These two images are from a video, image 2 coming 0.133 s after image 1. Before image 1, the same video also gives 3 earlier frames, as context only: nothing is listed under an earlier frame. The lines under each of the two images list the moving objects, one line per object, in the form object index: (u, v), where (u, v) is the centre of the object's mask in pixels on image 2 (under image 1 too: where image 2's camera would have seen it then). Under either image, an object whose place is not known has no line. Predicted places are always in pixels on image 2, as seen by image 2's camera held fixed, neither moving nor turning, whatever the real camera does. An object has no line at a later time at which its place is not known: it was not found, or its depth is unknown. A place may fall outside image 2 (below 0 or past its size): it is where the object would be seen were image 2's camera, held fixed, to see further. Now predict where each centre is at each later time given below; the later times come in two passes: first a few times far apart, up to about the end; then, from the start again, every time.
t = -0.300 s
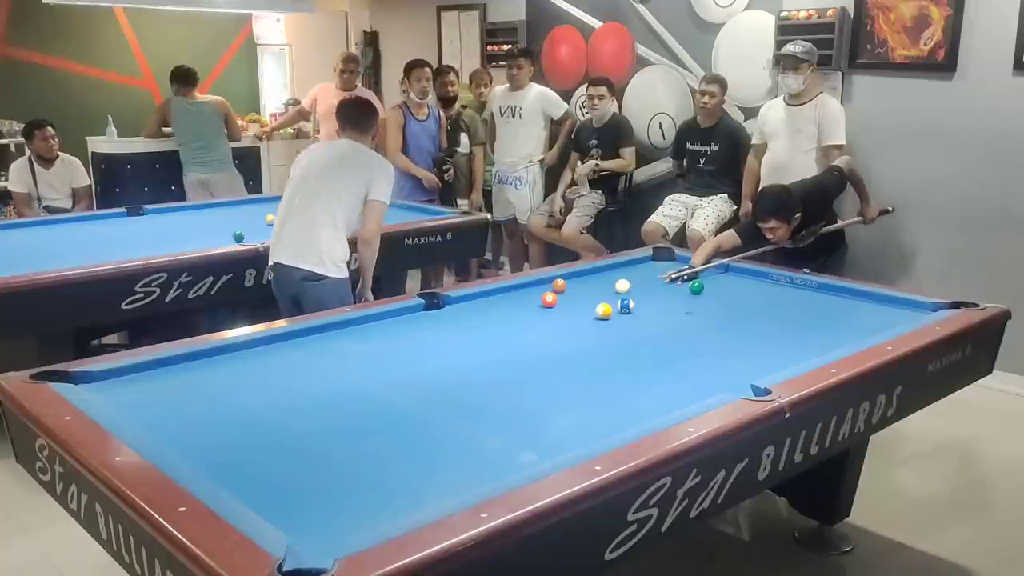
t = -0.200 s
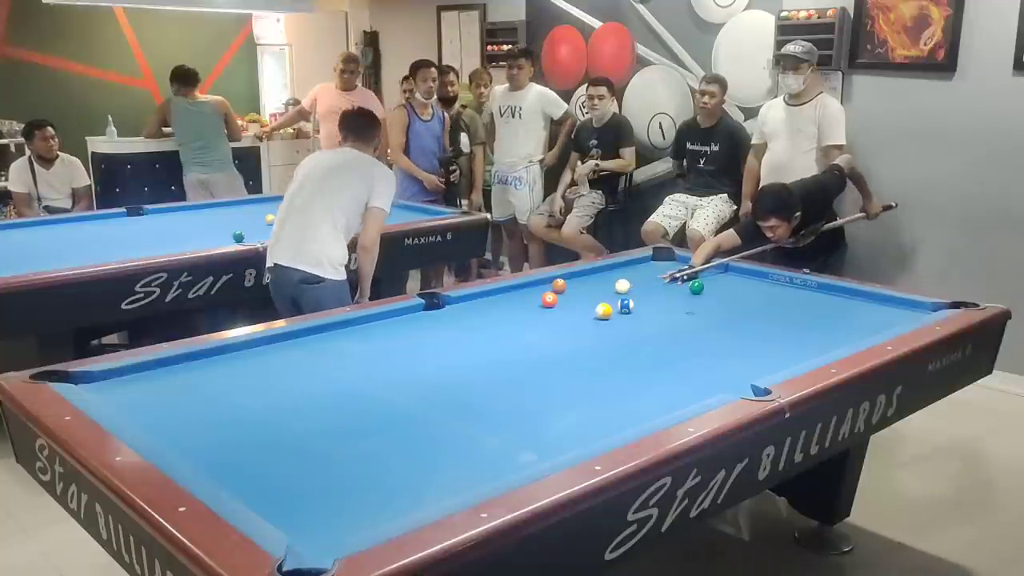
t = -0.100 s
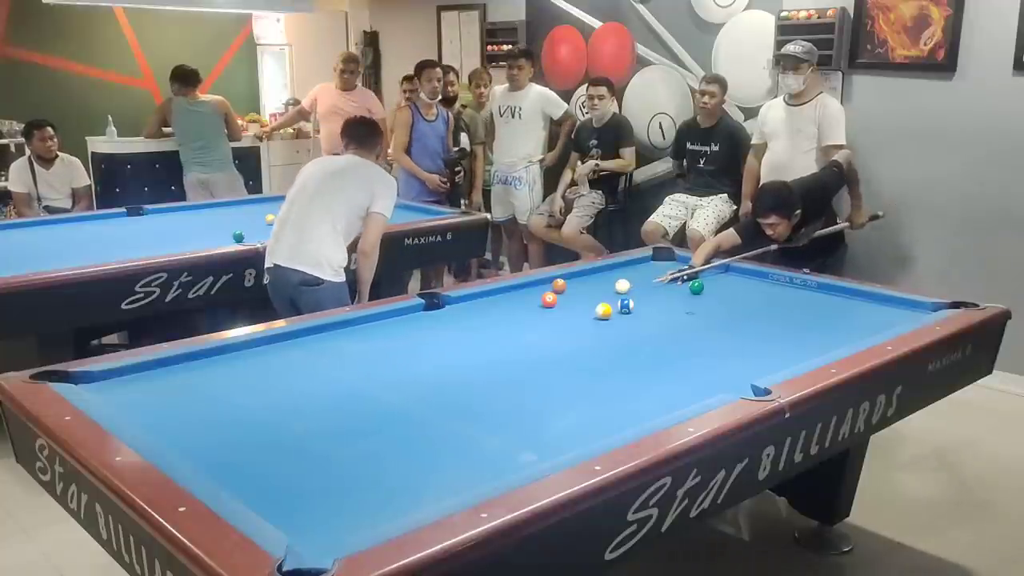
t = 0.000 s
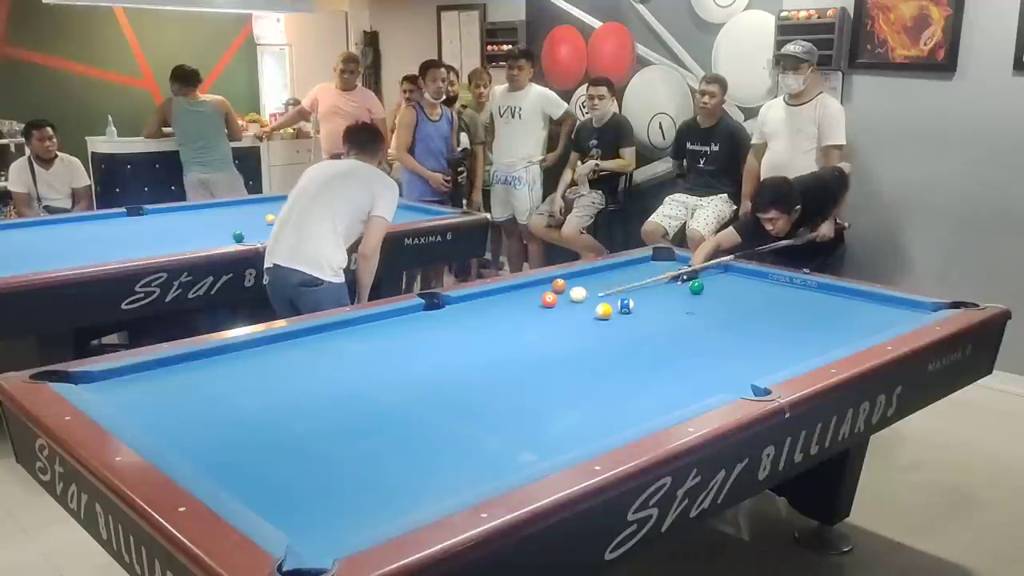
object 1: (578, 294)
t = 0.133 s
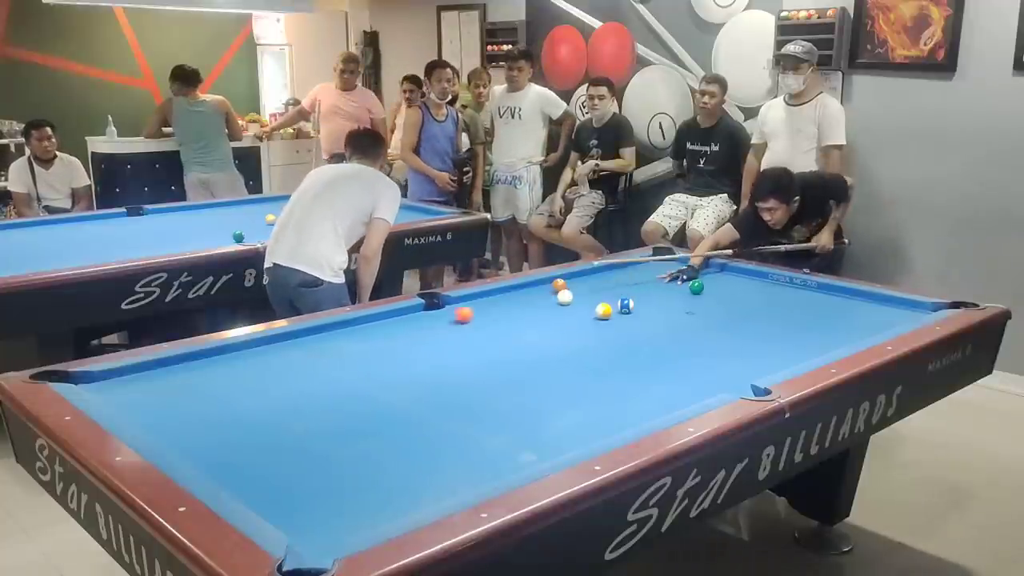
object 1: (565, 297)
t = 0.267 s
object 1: (578, 295)
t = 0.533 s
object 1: (614, 289)
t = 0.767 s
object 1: (644, 284)
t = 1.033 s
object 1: (675, 279)
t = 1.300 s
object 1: (704, 273)
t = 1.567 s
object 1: (730, 269)
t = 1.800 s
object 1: (733, 272)
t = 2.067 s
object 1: (733, 277)
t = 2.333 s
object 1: (733, 281)
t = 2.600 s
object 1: (732, 285)
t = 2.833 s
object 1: (732, 289)
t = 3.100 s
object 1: (732, 292)
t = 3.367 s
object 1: (731, 296)
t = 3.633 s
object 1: (731, 299)
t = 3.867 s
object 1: (730, 302)
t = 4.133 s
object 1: (729, 304)
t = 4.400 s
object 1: (729, 306)
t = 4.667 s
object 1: (729, 308)
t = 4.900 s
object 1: (729, 309)
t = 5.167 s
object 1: (729, 310)
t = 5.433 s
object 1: (729, 310)
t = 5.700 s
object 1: (729, 310)
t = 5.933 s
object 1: (729, 310)
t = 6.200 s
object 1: (729, 310)
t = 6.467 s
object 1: (729, 310)
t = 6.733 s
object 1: (729, 310)
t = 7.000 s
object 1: (729, 310)
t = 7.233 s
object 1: (729, 310)
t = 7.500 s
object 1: (729, 310)
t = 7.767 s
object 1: (729, 310)
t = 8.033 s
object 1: (729, 310)
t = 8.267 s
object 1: (729, 310)
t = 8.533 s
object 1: (729, 310)
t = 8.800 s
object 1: (729, 310)
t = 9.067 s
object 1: (729, 310)
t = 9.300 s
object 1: (729, 310)
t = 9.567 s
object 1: (729, 310)
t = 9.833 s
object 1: (729, 310)
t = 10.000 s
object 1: (729, 310)
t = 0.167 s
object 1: (567, 297)
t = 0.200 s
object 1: (570, 296)
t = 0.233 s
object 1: (573, 296)
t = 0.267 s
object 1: (578, 295)
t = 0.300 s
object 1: (582, 294)
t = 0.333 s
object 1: (587, 293)
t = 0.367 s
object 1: (591, 292)
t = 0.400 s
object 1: (596, 292)
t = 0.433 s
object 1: (601, 291)
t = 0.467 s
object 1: (605, 290)
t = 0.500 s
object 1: (610, 289)
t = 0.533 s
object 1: (614, 289)
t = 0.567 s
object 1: (619, 288)
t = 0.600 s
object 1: (623, 287)
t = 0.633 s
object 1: (627, 286)
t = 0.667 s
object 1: (631, 286)
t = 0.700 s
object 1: (635, 285)
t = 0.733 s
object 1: (640, 284)
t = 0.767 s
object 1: (644, 284)
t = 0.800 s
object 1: (648, 283)
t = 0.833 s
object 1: (652, 282)
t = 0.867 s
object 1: (656, 282)
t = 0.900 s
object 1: (660, 281)
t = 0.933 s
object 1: (663, 280)
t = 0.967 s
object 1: (667, 280)
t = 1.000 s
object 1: (671, 279)
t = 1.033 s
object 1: (675, 279)
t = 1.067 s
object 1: (679, 278)
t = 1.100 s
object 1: (682, 277)
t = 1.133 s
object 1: (686, 276)
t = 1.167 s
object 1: (689, 276)
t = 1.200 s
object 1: (693, 275)
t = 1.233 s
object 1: (697, 274)
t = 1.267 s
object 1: (700, 274)
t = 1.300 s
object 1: (704, 273)
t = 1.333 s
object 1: (707, 273)
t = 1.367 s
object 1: (711, 273)
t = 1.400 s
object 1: (714, 272)
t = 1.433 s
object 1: (717, 271)
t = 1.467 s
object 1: (720, 271)
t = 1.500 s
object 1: (723, 270)
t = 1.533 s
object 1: (727, 270)
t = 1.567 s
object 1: (730, 269)
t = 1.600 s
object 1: (733, 269)
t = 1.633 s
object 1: (734, 269)
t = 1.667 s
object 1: (734, 270)
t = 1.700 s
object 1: (733, 271)
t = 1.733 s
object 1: (733, 271)
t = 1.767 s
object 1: (733, 271)
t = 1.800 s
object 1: (733, 272)
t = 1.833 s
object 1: (733, 273)
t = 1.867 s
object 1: (733, 273)
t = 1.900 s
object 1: (733, 274)
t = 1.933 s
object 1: (733, 275)
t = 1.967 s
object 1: (733, 275)
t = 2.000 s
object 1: (733, 276)
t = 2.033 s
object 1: (733, 276)
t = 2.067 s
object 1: (733, 277)
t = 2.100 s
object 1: (733, 277)
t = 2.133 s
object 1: (733, 278)
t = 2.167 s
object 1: (733, 279)
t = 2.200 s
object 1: (733, 279)
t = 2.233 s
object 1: (733, 280)
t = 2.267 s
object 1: (733, 280)
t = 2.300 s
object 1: (733, 281)
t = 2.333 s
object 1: (733, 281)
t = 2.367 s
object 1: (733, 282)
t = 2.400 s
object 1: (732, 282)
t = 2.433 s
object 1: (733, 283)
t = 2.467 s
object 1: (732, 283)
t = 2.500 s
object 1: (732, 284)
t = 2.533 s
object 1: (732, 284)
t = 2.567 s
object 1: (732, 285)
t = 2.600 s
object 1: (732, 285)
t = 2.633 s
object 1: (732, 286)
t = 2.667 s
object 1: (732, 286)
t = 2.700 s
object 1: (732, 287)
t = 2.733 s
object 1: (732, 287)
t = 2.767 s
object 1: (732, 288)
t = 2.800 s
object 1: (732, 288)
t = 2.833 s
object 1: (732, 289)
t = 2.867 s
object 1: (732, 289)
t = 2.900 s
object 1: (732, 290)
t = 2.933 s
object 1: (732, 290)
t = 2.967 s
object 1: (732, 291)
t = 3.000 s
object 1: (732, 291)
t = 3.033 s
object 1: (732, 291)
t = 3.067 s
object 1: (731, 292)
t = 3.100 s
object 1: (732, 292)
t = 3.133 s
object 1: (731, 293)
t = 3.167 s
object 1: (732, 293)
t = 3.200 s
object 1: (731, 294)
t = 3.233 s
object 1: (731, 294)
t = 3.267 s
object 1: (731, 294)
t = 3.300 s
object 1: (731, 295)
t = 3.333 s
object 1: (731, 295)
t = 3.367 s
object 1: (731, 296)
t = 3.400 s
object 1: (731, 297)
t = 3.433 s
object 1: (731, 297)
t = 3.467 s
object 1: (731, 297)
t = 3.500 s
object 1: (731, 298)
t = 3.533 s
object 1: (731, 298)
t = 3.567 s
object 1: (731, 298)
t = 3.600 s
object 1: (731, 299)
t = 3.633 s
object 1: (731, 299)
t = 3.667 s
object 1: (730, 300)
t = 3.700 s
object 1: (730, 300)
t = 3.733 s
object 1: (730, 300)
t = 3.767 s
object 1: (730, 300)
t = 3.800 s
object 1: (730, 301)
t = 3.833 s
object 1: (730, 301)
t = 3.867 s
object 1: (730, 302)
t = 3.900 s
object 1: (730, 302)
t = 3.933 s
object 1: (730, 302)
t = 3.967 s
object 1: (730, 303)
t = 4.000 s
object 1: (730, 303)
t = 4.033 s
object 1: (730, 303)
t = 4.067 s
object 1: (730, 304)
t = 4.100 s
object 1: (730, 304)
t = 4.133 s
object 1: (729, 304)
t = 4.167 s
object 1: (729, 304)
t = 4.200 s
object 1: (729, 305)
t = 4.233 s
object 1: (729, 305)
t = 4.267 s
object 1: (729, 305)
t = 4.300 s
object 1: (729, 305)
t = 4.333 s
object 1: (729, 306)
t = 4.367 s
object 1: (729, 306)
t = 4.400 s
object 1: (729, 306)
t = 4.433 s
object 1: (729, 306)
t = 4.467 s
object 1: (729, 307)
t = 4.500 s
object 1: (729, 307)
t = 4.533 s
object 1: (729, 307)
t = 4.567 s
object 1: (729, 307)
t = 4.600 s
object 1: (729, 308)
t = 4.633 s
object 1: (729, 308)
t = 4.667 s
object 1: (729, 308)
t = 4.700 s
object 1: (729, 308)
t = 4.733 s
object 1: (729, 308)
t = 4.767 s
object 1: (729, 309)
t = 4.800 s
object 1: (729, 309)
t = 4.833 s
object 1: (729, 309)
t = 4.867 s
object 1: (729, 309)
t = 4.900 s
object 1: (729, 309)
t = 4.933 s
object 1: (729, 309)
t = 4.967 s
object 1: (729, 309)
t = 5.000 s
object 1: (729, 309)
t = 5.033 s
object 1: (729, 310)
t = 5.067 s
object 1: (729, 310)
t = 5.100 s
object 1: (729, 310)
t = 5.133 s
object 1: (729, 310)
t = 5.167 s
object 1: (729, 310)
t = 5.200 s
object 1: (729, 310)
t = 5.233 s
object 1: (729, 310)
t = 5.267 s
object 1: (729, 310)
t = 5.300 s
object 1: (729, 310)
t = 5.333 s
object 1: (729, 310)
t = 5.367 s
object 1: (729, 310)
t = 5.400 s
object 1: (729, 310)
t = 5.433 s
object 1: (729, 310)
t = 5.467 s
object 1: (729, 310)
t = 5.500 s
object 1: (729, 310)
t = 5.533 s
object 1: (729, 310)
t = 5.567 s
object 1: (729, 310)
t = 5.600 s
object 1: (729, 310)
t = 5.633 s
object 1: (729, 310)
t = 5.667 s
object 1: (729, 310)
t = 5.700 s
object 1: (729, 310)
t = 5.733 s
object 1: (729, 310)
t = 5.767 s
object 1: (729, 310)
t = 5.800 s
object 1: (729, 310)
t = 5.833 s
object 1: (729, 310)
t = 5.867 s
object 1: (729, 310)
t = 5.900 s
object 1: (729, 310)
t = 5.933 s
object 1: (729, 310)
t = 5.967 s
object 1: (729, 310)
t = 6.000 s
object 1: (729, 310)
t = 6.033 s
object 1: (729, 310)
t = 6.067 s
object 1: (729, 310)
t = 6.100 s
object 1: (729, 310)
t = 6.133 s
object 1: (729, 310)
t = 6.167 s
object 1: (729, 310)
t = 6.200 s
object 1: (729, 310)
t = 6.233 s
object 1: (729, 310)
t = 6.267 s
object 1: (729, 310)
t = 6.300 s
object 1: (729, 310)
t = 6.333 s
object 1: (729, 310)
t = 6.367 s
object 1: (729, 310)
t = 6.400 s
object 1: (729, 310)
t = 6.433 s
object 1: (729, 310)
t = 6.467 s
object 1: (729, 310)
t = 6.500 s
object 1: (729, 310)
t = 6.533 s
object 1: (729, 310)
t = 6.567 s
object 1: (729, 310)
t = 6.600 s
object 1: (729, 310)
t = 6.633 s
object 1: (729, 310)
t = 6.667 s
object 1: (729, 310)
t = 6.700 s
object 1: (729, 310)
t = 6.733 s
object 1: (729, 310)
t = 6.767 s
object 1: (729, 310)
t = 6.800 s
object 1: (729, 310)
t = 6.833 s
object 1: (729, 310)
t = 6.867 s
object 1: (729, 310)
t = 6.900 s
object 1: (729, 310)
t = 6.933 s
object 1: (729, 310)
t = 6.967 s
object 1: (729, 310)
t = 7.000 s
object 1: (729, 310)
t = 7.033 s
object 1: (729, 310)
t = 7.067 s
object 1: (729, 310)
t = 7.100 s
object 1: (729, 310)
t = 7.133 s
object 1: (729, 310)
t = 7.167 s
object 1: (729, 310)
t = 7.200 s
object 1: (729, 310)
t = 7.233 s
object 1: (729, 310)
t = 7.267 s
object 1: (729, 310)
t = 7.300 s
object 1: (729, 310)
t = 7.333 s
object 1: (729, 310)
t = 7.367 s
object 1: (729, 310)
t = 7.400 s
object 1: (729, 310)
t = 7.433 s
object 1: (729, 310)
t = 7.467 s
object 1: (729, 310)
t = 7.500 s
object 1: (729, 310)
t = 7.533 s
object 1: (729, 310)
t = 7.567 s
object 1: (729, 310)
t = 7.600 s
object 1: (729, 310)
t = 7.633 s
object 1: (729, 310)
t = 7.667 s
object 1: (729, 310)
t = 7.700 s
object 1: (729, 310)
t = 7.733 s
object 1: (729, 310)
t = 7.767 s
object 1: (729, 310)
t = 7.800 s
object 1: (729, 310)
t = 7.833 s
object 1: (729, 310)
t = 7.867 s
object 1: (729, 310)
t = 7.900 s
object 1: (729, 310)
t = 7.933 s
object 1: (729, 310)
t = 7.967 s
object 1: (729, 310)
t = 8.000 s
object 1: (729, 310)
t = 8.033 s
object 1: (729, 310)
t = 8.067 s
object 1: (729, 310)
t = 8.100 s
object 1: (729, 310)
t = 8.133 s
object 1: (729, 310)
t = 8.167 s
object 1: (729, 310)
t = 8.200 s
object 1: (729, 310)
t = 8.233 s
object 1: (729, 310)
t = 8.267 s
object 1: (729, 310)
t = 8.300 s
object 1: (729, 310)
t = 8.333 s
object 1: (729, 310)
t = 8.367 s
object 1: (729, 310)
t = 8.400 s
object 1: (729, 310)
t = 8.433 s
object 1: (729, 310)
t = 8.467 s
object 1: (729, 310)
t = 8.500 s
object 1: (729, 310)
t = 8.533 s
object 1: (729, 310)
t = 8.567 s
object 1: (729, 310)
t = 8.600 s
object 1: (729, 310)
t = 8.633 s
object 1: (729, 310)
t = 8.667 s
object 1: (729, 310)
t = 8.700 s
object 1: (729, 310)
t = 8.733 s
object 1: (729, 310)
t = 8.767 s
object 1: (729, 310)
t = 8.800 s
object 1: (729, 310)
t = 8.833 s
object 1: (729, 310)
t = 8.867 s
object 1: (729, 310)
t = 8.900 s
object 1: (729, 310)
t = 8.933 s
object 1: (729, 310)
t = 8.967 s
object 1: (729, 310)
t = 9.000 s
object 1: (729, 310)
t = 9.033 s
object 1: (729, 310)
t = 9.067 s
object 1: (729, 310)
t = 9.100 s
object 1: (729, 310)
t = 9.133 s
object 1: (729, 310)
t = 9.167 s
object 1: (729, 310)
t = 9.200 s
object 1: (729, 310)
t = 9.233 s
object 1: (729, 310)
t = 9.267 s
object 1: (729, 310)
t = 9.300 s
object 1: (729, 310)
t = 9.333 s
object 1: (729, 310)
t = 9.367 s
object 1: (729, 310)
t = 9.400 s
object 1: (729, 310)
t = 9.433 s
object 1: (729, 310)
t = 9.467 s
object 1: (729, 310)
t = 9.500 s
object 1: (729, 310)
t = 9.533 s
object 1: (729, 310)
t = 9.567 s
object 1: (729, 310)
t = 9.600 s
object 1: (729, 310)
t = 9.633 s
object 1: (729, 310)
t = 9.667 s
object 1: (729, 310)
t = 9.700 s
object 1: (729, 310)
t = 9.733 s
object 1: (729, 310)
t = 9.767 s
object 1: (729, 310)
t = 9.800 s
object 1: (729, 310)
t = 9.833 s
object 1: (729, 310)
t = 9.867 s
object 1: (729, 310)
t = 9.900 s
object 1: (729, 310)
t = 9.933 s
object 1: (729, 310)
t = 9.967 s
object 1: (729, 310)
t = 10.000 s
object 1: (729, 310)
